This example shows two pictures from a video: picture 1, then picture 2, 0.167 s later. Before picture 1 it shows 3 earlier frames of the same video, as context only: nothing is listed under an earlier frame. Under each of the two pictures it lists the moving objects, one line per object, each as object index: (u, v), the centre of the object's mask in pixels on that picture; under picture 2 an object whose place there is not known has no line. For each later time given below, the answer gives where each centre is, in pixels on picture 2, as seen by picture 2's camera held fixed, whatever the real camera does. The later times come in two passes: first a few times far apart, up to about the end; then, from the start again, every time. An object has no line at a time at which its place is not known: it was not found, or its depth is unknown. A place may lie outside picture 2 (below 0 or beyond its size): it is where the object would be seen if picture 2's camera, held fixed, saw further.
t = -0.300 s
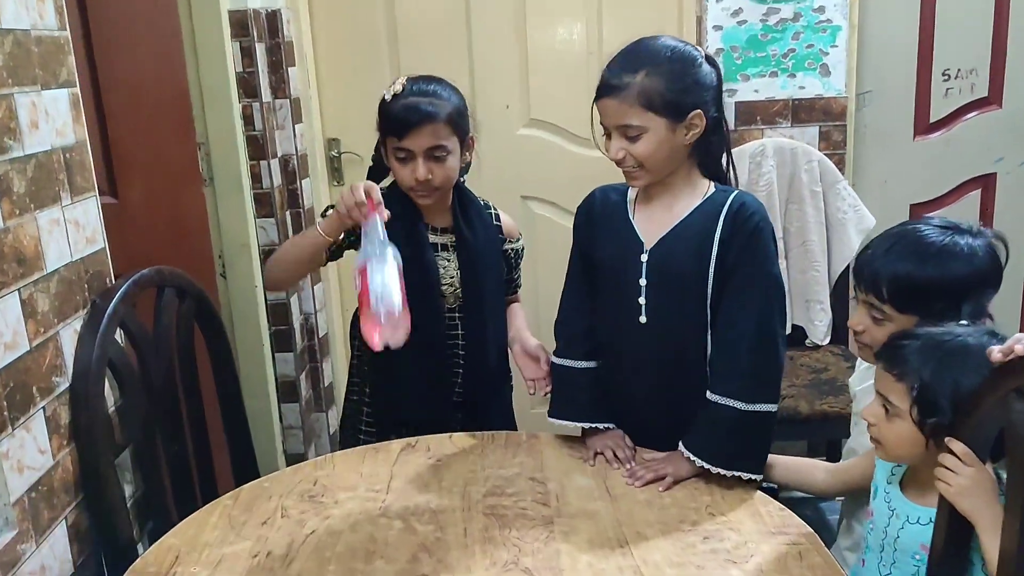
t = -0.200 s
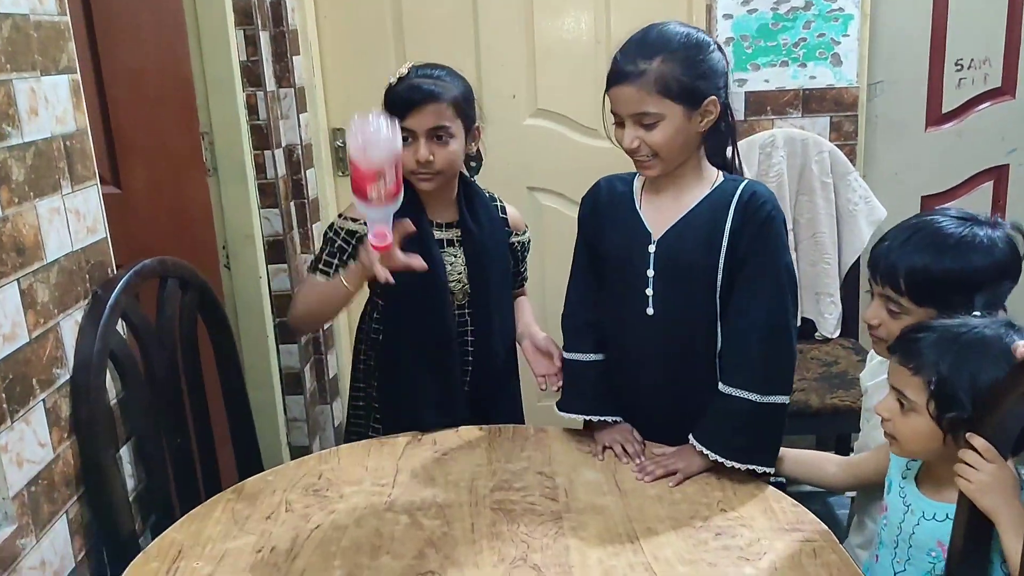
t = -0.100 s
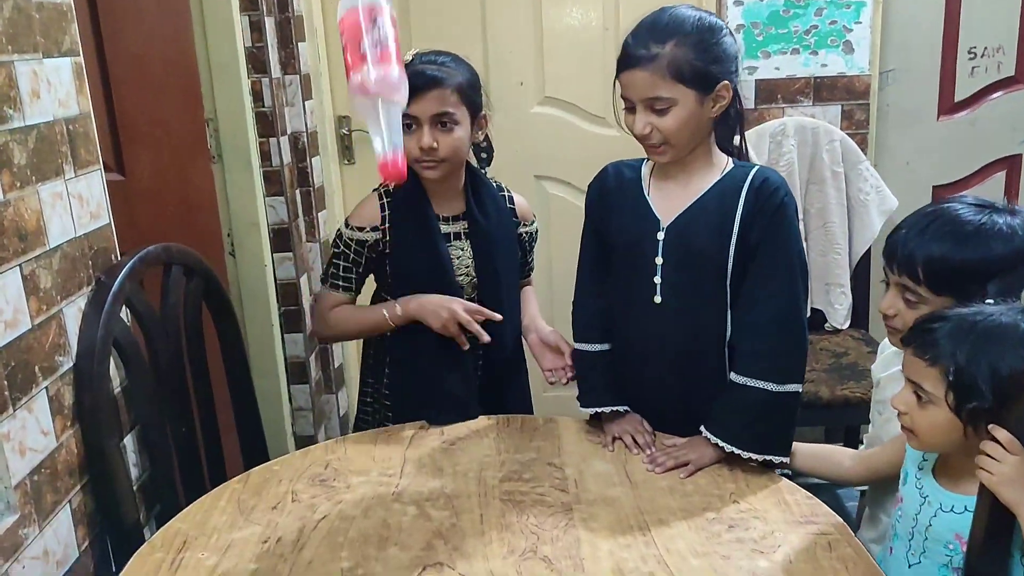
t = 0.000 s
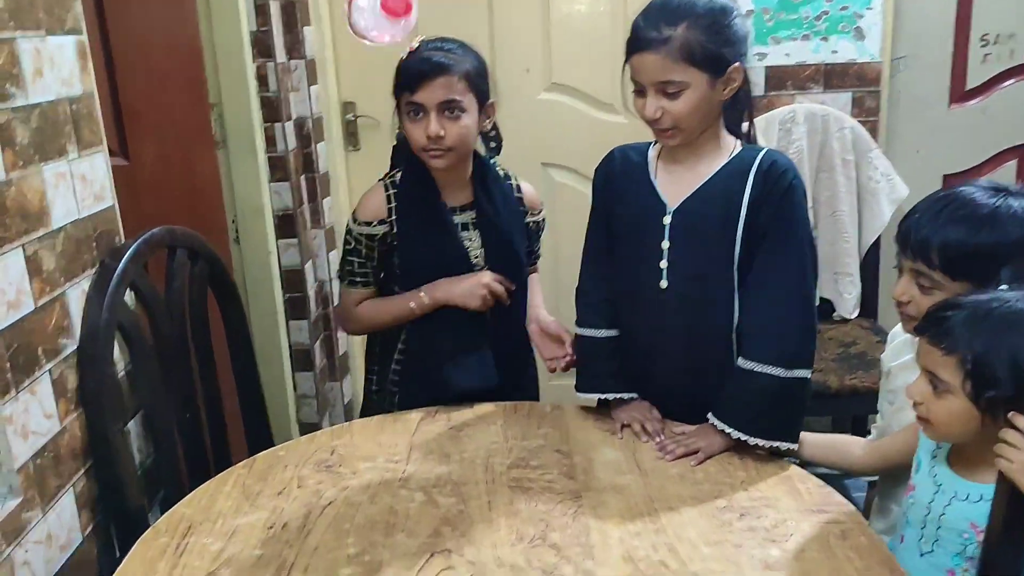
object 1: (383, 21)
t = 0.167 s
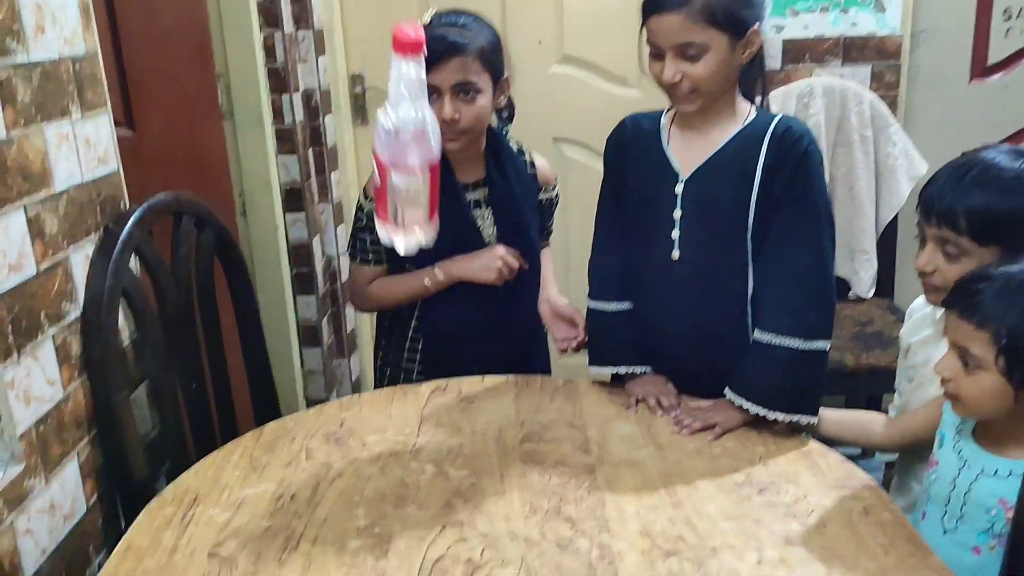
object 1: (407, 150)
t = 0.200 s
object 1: (413, 224)
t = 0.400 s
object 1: (440, 480)
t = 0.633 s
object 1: (466, 513)
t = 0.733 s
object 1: (475, 514)
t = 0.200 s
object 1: (413, 224)
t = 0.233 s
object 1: (419, 306)
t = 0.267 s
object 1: (426, 401)
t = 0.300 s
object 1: (430, 473)
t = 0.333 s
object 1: (433, 477)
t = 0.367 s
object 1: (436, 478)
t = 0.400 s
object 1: (440, 480)
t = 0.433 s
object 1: (444, 483)
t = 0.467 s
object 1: (448, 489)
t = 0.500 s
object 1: (453, 500)
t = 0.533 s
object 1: (457, 516)
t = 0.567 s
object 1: (461, 512)
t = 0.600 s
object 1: (464, 512)
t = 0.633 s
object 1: (466, 513)
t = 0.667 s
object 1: (468, 514)
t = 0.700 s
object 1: (471, 514)
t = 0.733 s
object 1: (475, 514)
